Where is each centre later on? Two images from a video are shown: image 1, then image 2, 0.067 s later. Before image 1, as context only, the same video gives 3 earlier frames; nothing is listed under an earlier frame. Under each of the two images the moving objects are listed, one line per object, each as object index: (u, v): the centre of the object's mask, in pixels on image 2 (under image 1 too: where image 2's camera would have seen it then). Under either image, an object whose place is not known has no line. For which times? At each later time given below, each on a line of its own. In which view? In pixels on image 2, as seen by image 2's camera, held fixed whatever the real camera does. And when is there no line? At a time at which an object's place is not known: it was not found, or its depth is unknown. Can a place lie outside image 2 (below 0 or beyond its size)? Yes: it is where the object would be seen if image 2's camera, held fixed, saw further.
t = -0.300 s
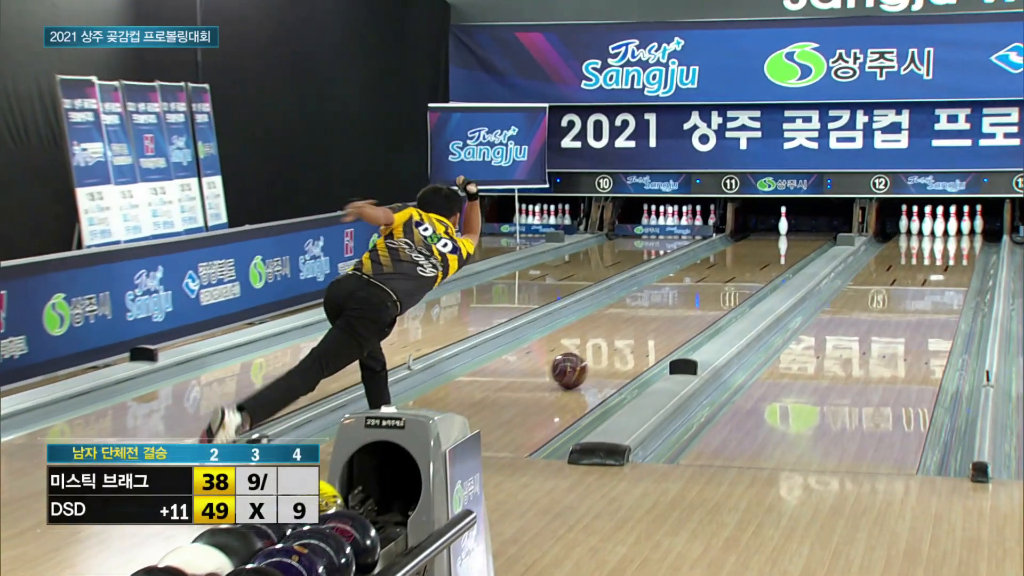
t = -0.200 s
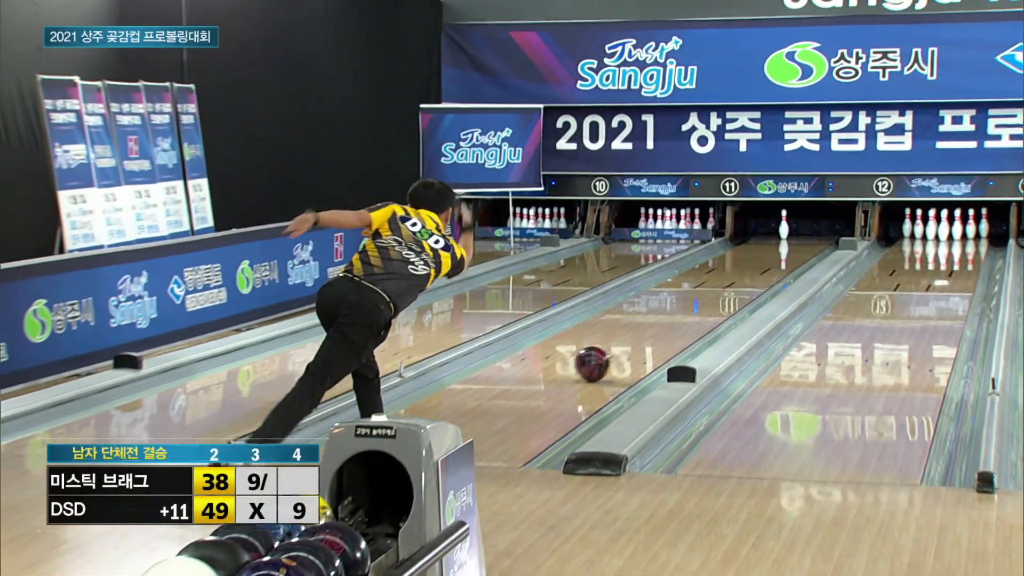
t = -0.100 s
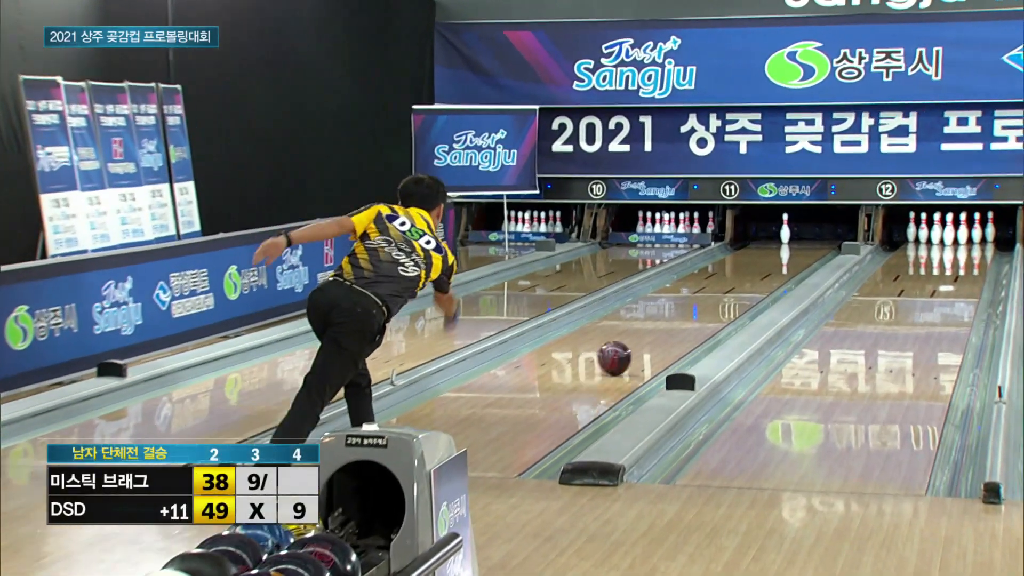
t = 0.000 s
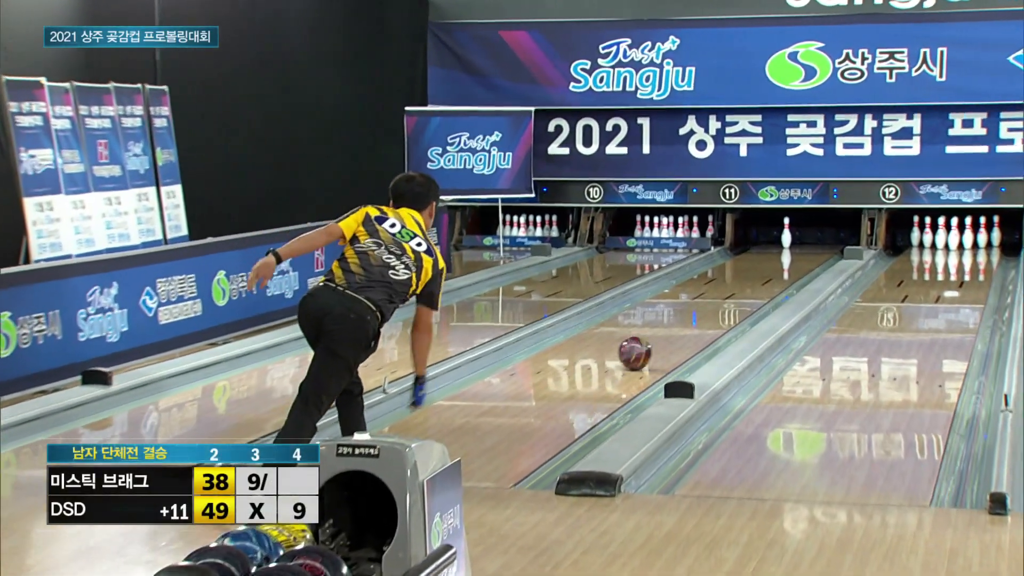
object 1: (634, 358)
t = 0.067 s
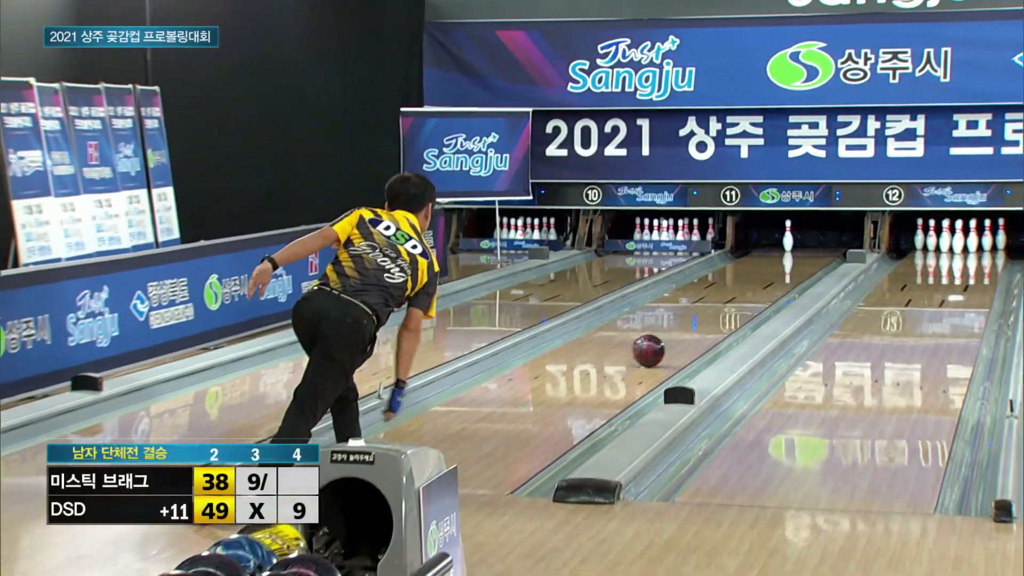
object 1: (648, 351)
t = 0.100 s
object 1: (655, 347)
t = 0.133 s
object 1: (662, 344)
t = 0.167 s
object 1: (668, 341)
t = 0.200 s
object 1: (674, 338)
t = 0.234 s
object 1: (680, 335)
